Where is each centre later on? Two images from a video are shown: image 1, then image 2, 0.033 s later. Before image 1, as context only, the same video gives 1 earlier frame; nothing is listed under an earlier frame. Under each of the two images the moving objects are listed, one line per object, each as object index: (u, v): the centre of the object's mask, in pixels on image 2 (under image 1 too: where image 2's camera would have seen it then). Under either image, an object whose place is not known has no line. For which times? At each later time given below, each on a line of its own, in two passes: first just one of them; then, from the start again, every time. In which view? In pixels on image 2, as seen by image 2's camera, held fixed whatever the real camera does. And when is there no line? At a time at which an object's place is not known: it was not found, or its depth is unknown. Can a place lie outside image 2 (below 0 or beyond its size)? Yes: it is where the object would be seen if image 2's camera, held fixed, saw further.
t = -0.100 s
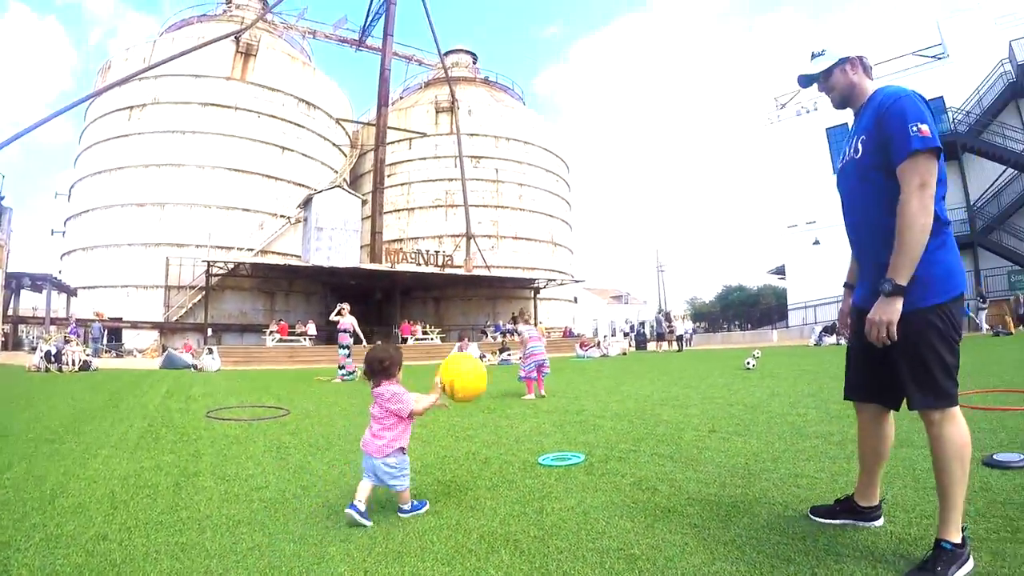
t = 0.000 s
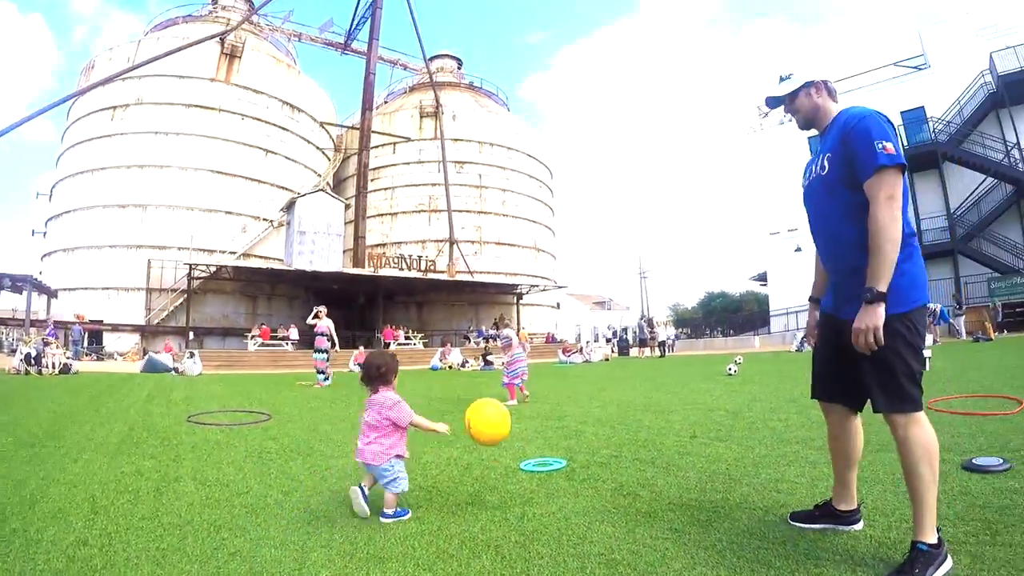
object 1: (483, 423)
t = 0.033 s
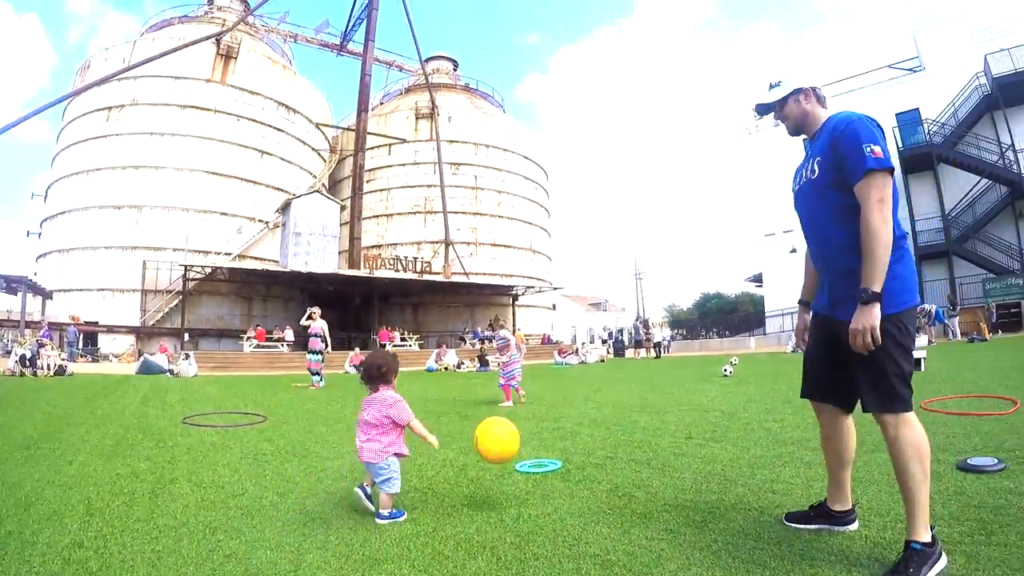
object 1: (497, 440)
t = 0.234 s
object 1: (546, 440)
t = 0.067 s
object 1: (510, 458)
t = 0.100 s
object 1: (524, 478)
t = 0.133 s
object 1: (532, 481)
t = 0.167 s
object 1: (537, 466)
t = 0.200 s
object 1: (542, 452)
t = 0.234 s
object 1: (546, 440)
